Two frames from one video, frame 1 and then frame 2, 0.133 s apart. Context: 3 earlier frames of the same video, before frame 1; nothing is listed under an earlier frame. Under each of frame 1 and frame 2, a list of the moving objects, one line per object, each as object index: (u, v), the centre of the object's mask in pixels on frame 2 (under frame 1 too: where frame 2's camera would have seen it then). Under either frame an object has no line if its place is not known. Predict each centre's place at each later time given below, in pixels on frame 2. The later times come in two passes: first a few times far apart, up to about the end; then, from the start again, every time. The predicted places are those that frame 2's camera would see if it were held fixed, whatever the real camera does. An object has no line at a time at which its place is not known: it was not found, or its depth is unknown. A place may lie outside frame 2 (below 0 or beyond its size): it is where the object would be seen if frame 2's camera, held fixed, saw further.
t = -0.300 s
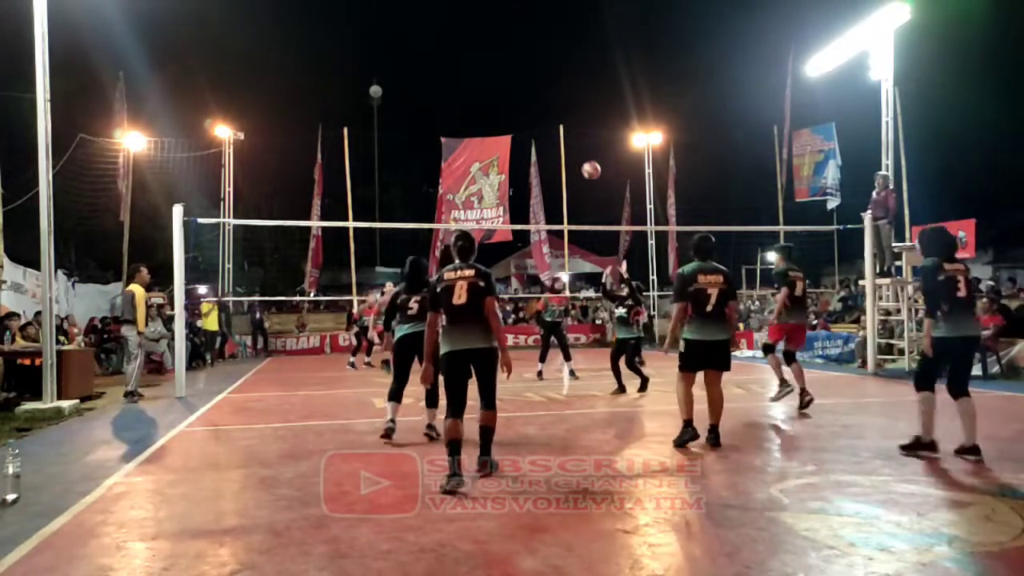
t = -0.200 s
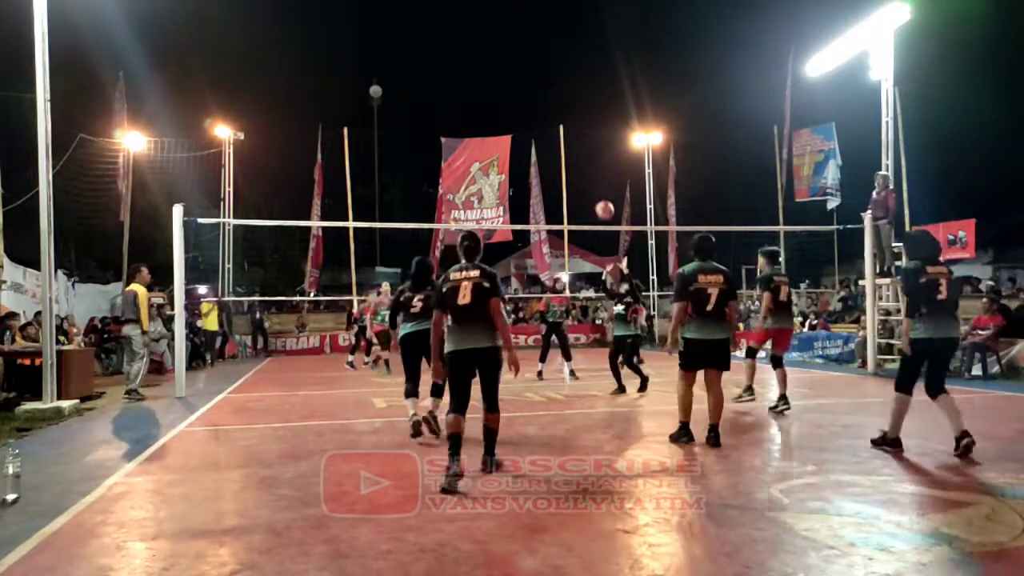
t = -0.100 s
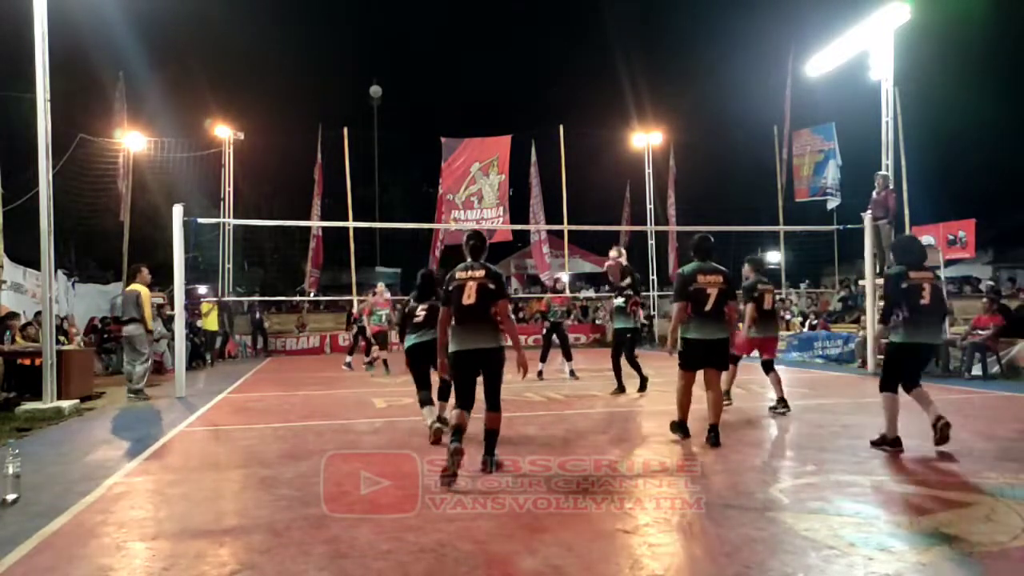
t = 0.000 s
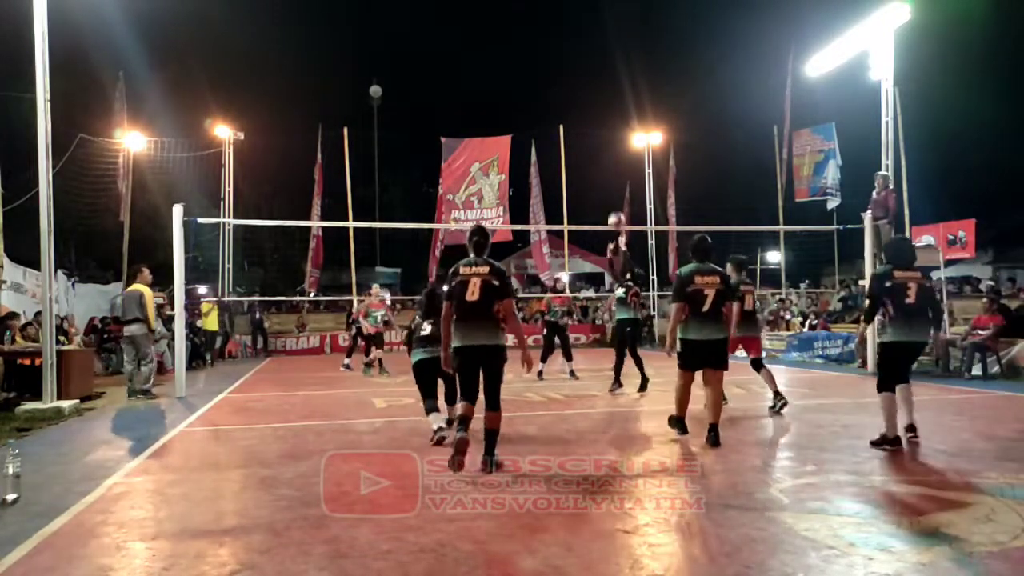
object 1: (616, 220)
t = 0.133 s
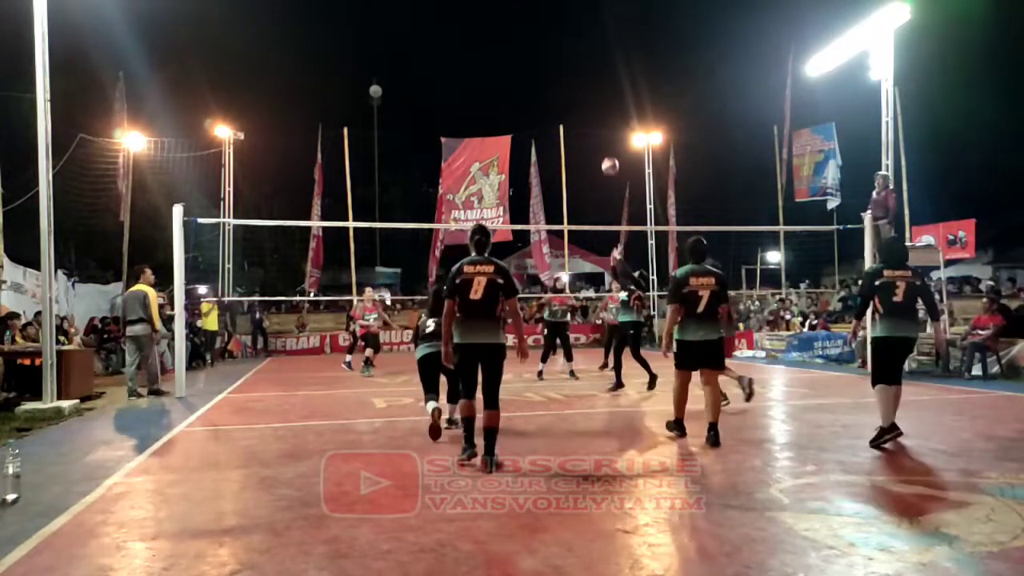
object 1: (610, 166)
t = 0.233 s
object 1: (605, 135)
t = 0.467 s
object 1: (594, 93)
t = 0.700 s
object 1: (584, 92)
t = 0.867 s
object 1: (577, 115)
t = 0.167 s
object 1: (608, 155)
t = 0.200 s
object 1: (607, 144)
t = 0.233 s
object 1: (605, 135)
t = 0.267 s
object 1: (604, 126)
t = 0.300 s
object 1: (602, 119)
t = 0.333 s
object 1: (600, 112)
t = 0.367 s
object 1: (599, 106)
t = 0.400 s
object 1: (597, 101)
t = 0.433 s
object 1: (596, 96)
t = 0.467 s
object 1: (594, 93)
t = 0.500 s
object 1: (593, 90)
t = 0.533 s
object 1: (591, 89)
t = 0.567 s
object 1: (590, 88)
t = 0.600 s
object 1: (588, 88)
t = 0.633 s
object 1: (587, 88)
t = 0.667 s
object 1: (585, 90)
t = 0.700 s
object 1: (584, 92)
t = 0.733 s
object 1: (582, 95)
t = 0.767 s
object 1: (581, 99)
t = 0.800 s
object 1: (580, 104)
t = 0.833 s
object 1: (579, 109)
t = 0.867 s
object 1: (577, 115)
